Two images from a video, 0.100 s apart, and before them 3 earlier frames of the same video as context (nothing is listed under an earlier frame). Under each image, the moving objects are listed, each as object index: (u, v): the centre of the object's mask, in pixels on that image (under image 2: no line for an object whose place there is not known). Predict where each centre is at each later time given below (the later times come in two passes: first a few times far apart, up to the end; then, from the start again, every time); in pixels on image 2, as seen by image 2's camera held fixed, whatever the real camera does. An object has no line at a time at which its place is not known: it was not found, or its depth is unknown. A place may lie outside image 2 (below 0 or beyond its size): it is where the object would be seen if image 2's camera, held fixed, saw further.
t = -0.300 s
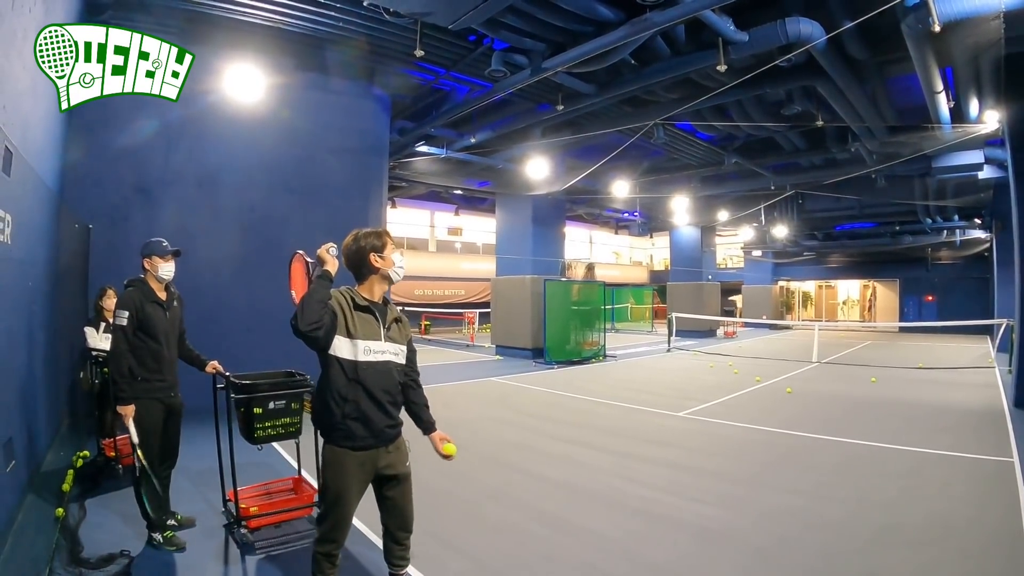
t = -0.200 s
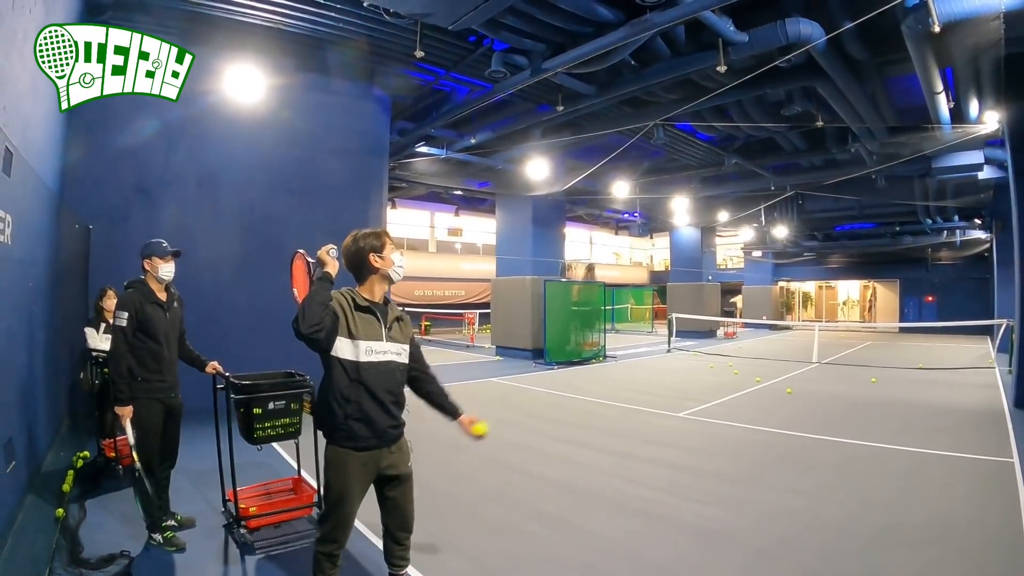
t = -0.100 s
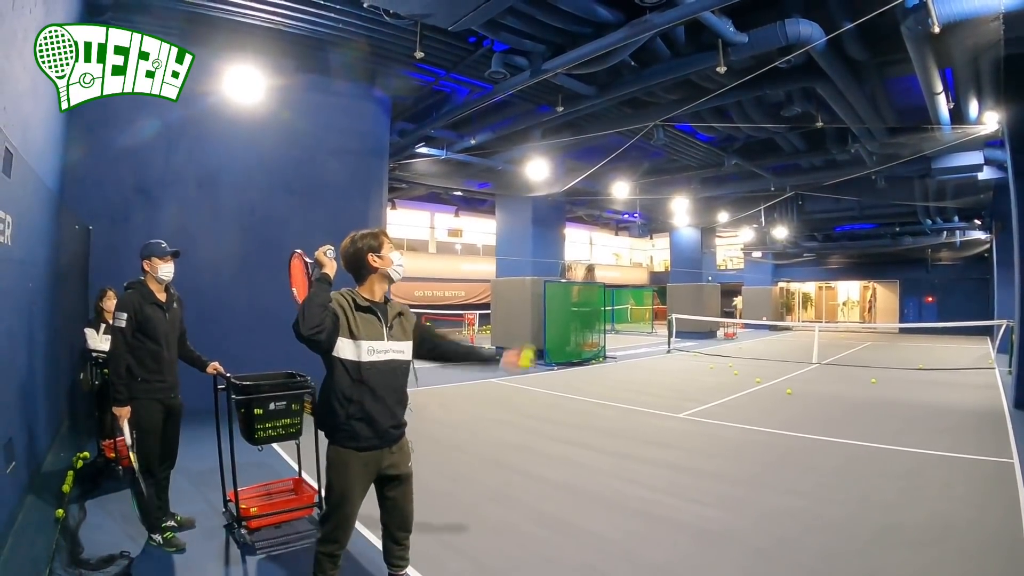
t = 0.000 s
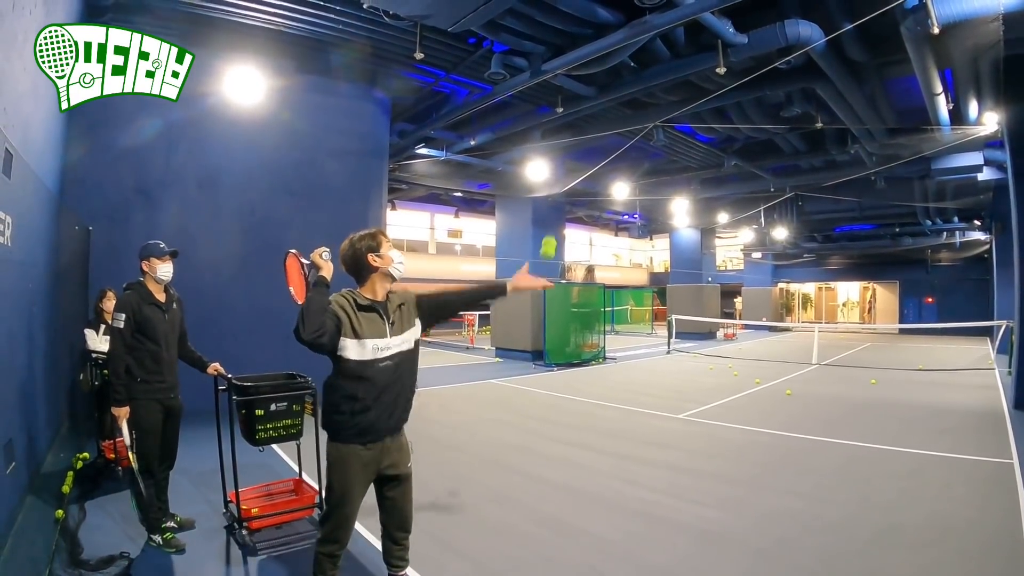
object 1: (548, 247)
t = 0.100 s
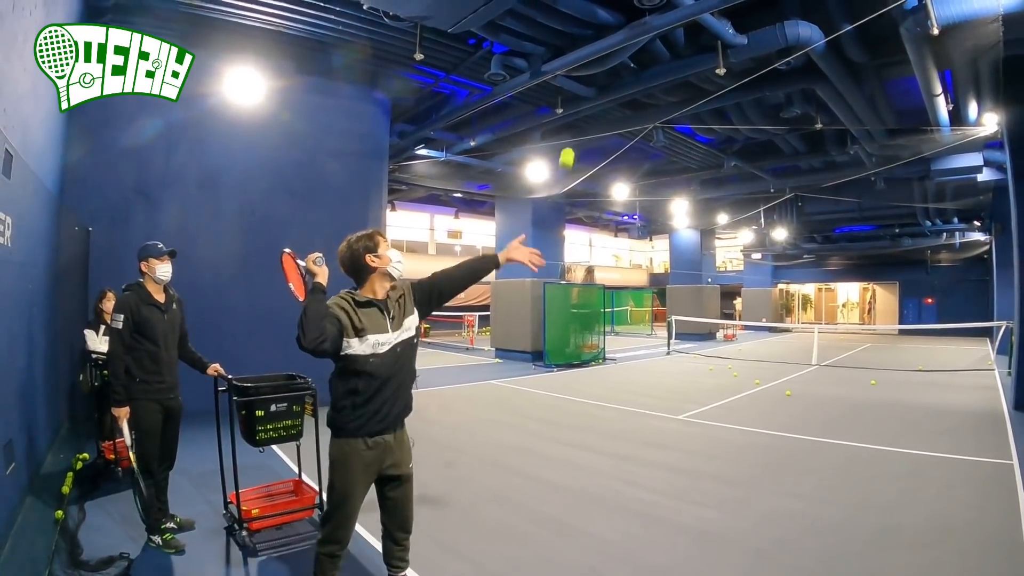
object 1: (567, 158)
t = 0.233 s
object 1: (588, 79)
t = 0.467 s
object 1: (626, 27)
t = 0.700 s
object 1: (666, 65)
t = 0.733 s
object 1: (672, 79)
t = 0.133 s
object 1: (572, 134)
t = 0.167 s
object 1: (578, 113)
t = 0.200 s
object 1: (583, 95)
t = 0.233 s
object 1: (588, 79)
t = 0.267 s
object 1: (594, 66)
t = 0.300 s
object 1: (600, 54)
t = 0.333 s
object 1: (605, 45)
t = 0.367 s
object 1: (610, 38)
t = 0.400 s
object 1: (615, 32)
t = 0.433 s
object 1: (621, 29)
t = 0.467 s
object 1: (626, 27)
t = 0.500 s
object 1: (632, 27)
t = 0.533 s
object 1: (637, 29)
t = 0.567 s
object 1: (643, 33)
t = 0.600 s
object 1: (648, 38)
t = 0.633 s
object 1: (654, 45)
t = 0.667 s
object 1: (661, 54)
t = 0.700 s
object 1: (666, 65)
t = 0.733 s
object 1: (672, 79)
